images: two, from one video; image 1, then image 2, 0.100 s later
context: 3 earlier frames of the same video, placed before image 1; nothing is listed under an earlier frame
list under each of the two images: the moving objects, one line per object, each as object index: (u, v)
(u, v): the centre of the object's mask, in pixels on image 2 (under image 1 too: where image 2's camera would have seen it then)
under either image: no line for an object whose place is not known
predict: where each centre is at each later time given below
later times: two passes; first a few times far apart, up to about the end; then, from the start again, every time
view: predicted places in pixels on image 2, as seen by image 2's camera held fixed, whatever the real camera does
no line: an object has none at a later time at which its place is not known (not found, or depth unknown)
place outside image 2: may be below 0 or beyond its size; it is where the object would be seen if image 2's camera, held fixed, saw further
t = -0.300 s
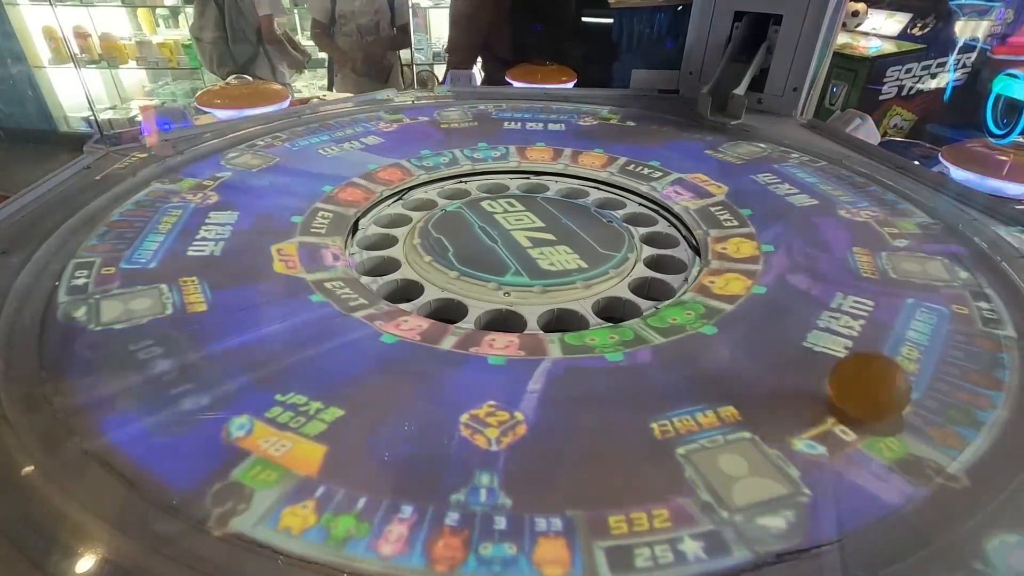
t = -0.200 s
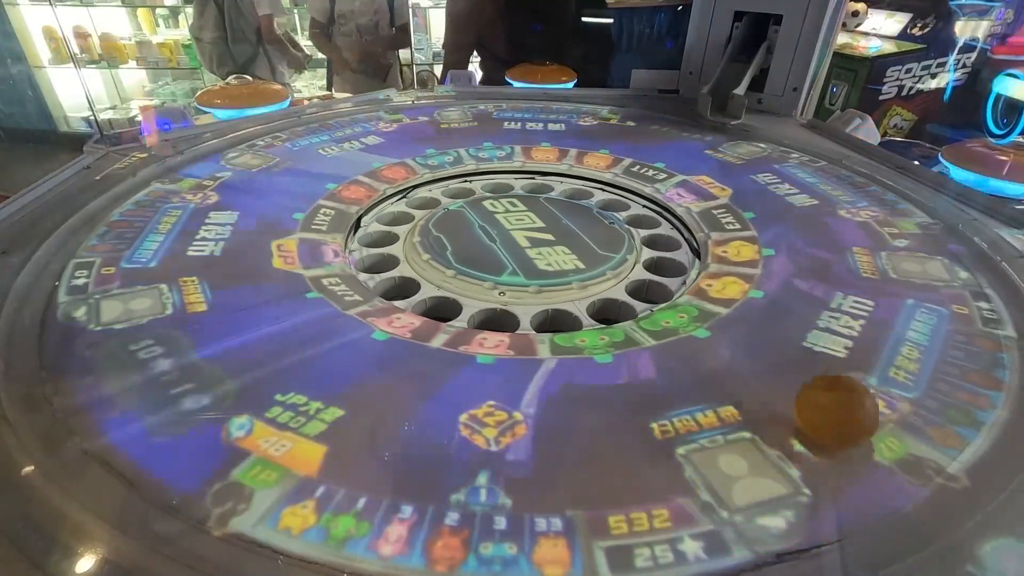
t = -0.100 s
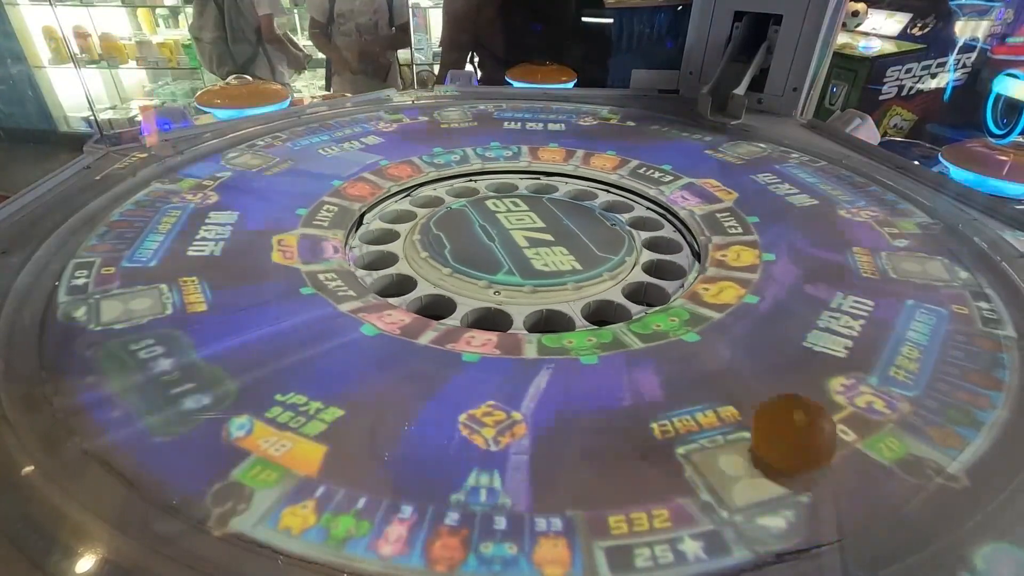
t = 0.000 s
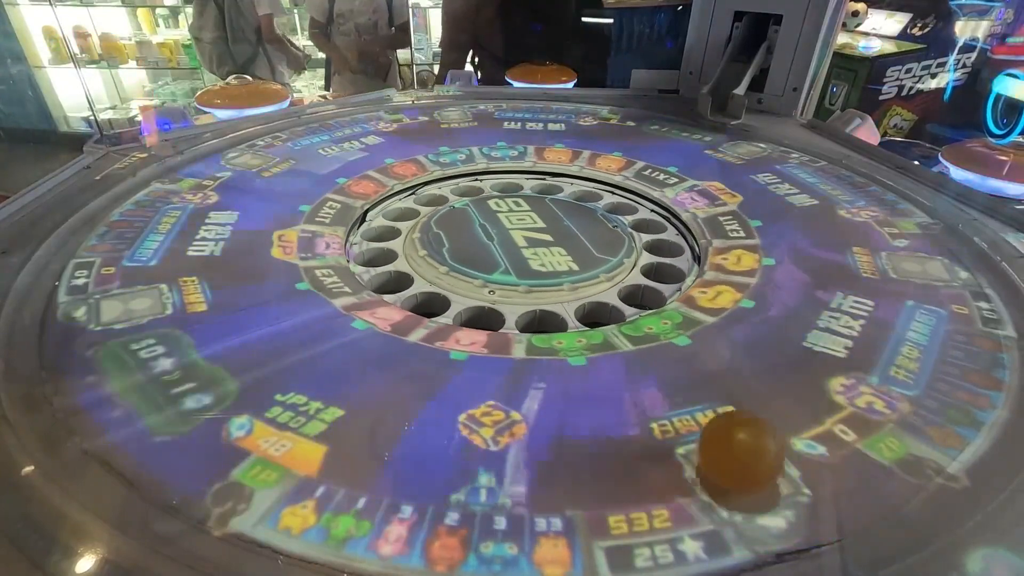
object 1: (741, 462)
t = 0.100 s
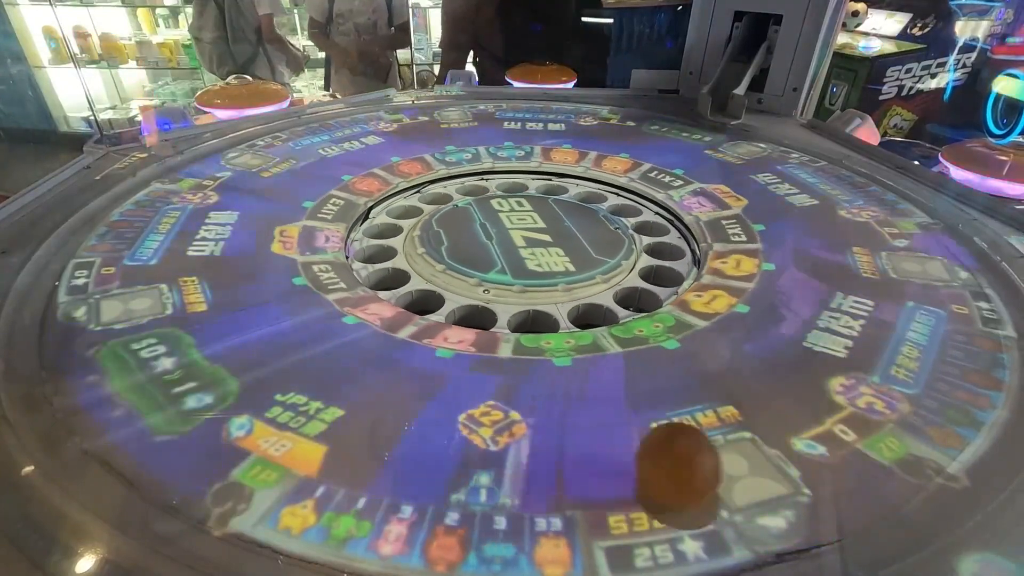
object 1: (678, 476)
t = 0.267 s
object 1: (563, 485)
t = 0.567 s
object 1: (357, 455)
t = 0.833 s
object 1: (229, 394)
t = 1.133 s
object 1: (182, 321)
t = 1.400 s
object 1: (203, 266)
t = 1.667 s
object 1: (265, 218)
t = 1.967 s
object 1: (376, 183)
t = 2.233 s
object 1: (498, 179)
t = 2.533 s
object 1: (550, 183)
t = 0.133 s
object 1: (656, 480)
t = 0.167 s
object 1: (633, 483)
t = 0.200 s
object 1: (610, 484)
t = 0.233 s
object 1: (587, 485)
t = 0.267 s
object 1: (563, 485)
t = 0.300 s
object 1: (539, 485)
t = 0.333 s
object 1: (516, 484)
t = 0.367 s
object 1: (490, 482)
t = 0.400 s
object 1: (467, 479)
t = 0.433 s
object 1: (444, 475)
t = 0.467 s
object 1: (421, 472)
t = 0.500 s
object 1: (399, 467)
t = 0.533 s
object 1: (377, 460)
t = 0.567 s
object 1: (357, 455)
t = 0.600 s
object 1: (337, 449)
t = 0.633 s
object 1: (319, 443)
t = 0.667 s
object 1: (301, 435)
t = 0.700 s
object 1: (284, 427)
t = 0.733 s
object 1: (269, 420)
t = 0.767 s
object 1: (254, 411)
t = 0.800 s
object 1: (241, 402)
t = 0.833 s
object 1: (229, 394)
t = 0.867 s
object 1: (218, 385)
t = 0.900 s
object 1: (209, 375)
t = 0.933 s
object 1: (202, 367)
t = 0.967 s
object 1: (195, 359)
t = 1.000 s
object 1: (190, 351)
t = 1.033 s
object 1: (186, 344)
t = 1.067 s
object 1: (183, 335)
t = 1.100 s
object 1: (182, 329)
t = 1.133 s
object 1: (182, 321)
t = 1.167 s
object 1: (182, 313)
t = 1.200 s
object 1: (183, 308)
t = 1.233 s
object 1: (185, 301)
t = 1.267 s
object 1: (187, 294)
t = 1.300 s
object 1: (190, 287)
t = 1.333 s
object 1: (194, 280)
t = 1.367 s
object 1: (198, 273)
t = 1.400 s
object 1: (203, 266)
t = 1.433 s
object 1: (208, 259)
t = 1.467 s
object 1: (214, 252)
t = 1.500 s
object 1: (221, 245)
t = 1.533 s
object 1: (229, 239)
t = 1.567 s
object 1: (237, 234)
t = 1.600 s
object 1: (246, 229)
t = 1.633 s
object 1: (255, 223)
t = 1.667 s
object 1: (265, 218)
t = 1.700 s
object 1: (275, 213)
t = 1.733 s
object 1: (286, 209)
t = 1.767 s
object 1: (297, 203)
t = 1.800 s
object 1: (309, 199)
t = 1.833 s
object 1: (322, 197)
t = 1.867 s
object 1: (334, 192)
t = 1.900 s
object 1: (348, 190)
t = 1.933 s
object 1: (361, 186)
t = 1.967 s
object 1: (376, 183)
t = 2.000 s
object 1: (389, 182)
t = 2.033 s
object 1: (406, 191)
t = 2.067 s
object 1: (422, 189)
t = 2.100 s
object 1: (438, 184)
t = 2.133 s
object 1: (454, 185)
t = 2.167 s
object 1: (470, 182)
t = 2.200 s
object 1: (484, 180)
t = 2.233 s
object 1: (498, 179)
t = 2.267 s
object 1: (512, 177)
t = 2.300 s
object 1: (525, 175)
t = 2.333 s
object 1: (539, 179)
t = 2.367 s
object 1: (544, 181)
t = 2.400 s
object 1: (544, 180)
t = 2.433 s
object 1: (544, 181)
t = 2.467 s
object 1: (544, 181)
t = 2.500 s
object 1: (549, 183)
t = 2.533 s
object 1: (550, 183)
